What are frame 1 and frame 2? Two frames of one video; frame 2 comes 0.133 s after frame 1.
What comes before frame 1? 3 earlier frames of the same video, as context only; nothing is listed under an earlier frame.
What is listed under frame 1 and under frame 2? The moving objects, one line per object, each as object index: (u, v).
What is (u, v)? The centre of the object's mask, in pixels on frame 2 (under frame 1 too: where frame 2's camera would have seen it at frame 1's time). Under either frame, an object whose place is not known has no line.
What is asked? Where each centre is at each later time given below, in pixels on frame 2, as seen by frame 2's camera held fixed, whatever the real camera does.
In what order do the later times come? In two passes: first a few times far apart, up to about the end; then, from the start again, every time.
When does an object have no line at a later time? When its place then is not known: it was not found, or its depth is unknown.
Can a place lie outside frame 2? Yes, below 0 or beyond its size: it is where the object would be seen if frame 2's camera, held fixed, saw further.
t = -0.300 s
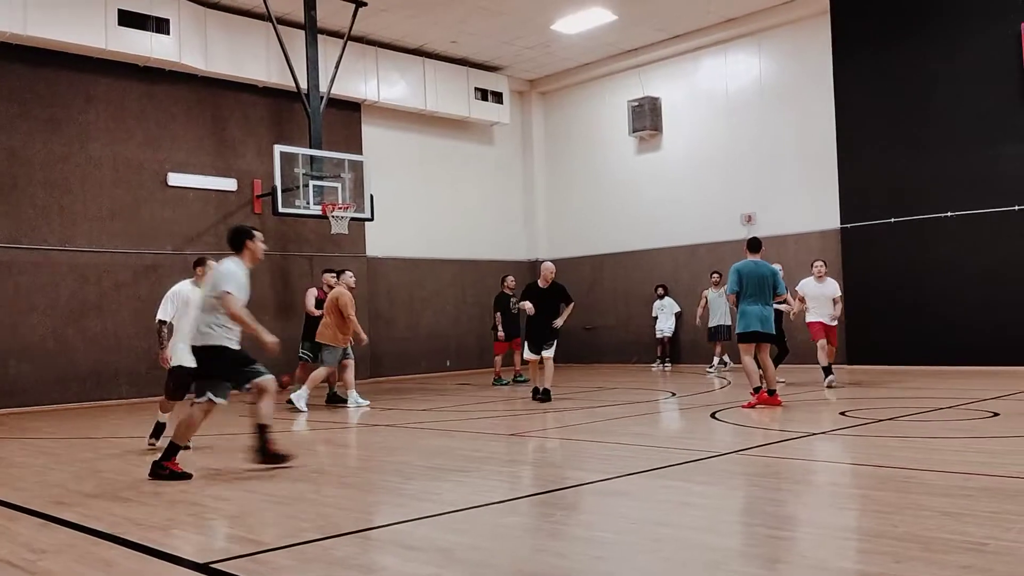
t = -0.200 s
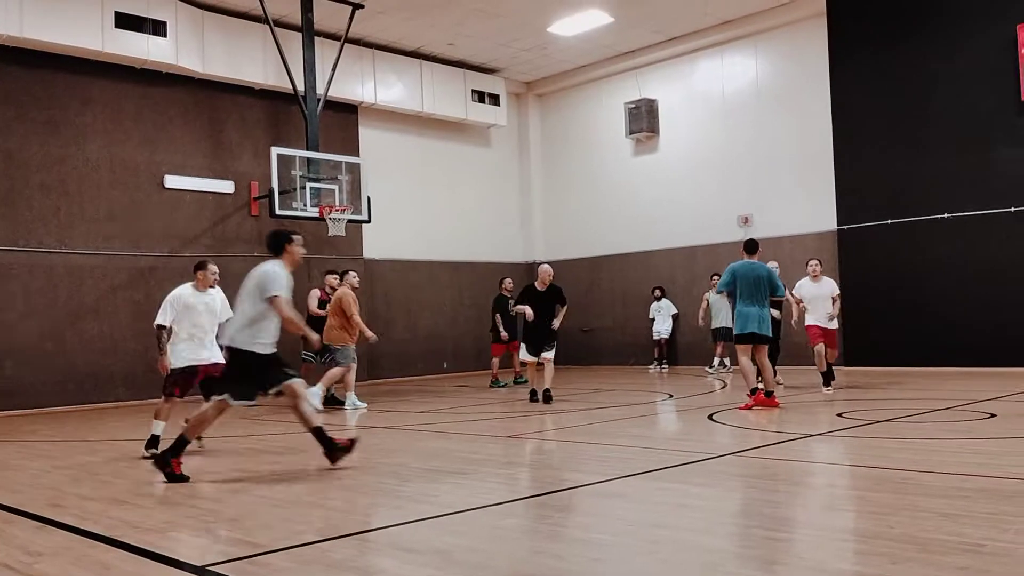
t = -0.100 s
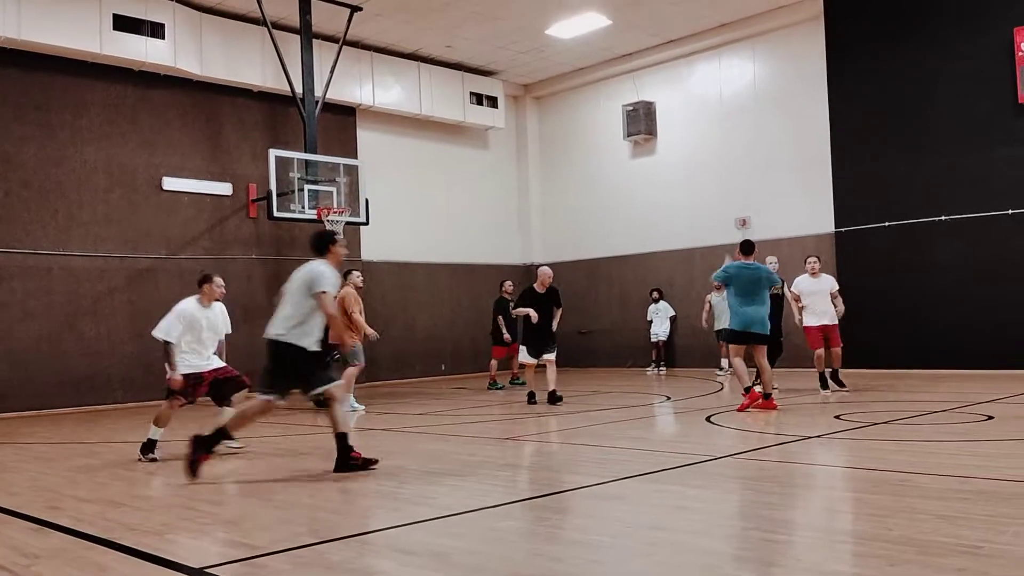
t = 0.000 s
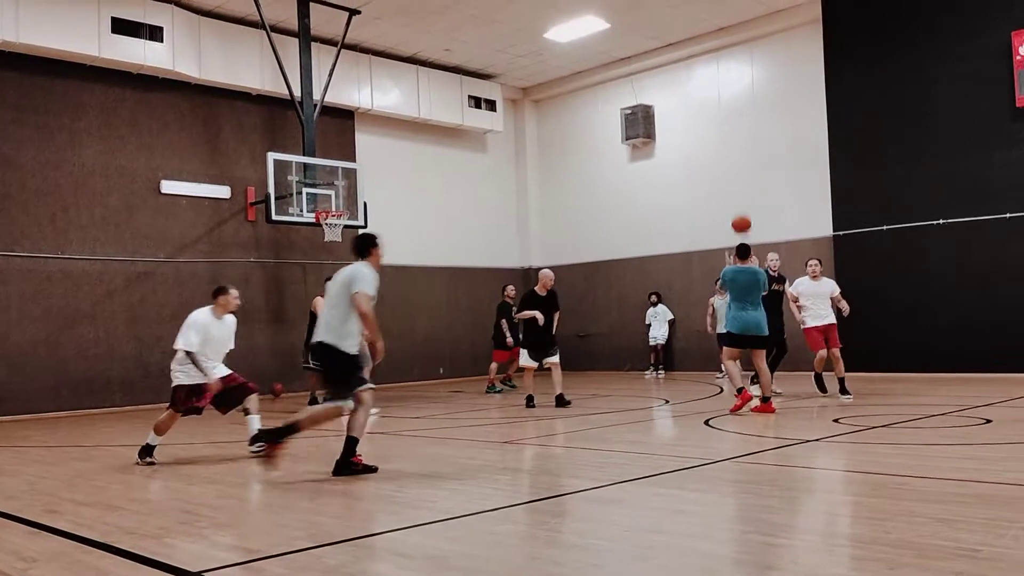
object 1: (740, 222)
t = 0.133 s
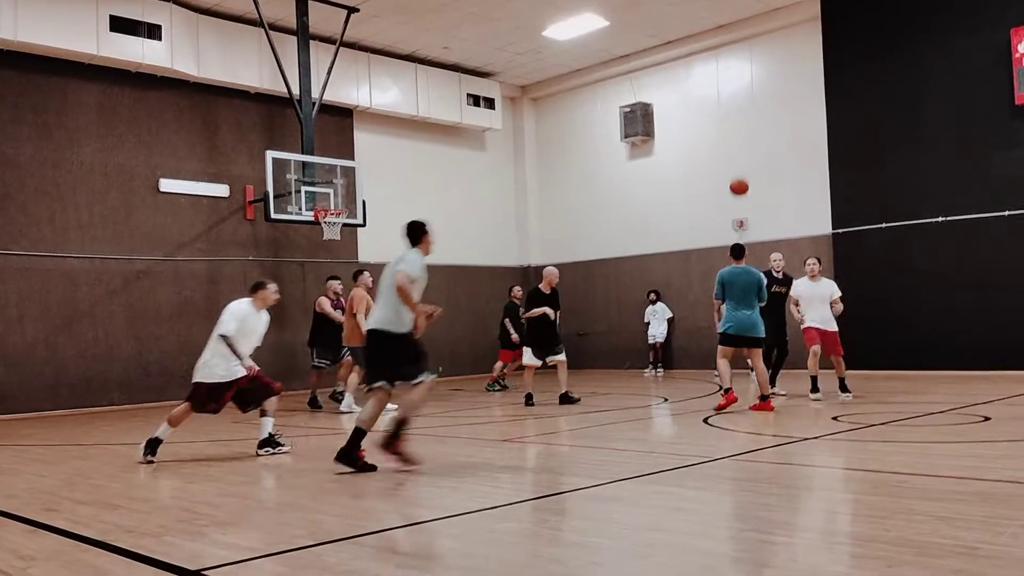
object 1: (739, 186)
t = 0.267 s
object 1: (739, 169)
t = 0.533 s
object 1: (740, 171)
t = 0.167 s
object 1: (739, 181)
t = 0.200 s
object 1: (739, 176)
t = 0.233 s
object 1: (739, 172)
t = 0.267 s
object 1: (739, 169)
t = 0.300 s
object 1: (739, 167)
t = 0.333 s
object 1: (739, 165)
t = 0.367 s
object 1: (739, 164)
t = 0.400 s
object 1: (739, 164)
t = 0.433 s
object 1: (739, 165)
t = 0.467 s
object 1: (740, 166)
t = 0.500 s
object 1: (740, 168)
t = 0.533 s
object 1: (740, 171)
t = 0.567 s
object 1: (741, 175)
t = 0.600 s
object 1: (741, 179)
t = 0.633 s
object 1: (742, 183)
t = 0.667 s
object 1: (742, 188)
